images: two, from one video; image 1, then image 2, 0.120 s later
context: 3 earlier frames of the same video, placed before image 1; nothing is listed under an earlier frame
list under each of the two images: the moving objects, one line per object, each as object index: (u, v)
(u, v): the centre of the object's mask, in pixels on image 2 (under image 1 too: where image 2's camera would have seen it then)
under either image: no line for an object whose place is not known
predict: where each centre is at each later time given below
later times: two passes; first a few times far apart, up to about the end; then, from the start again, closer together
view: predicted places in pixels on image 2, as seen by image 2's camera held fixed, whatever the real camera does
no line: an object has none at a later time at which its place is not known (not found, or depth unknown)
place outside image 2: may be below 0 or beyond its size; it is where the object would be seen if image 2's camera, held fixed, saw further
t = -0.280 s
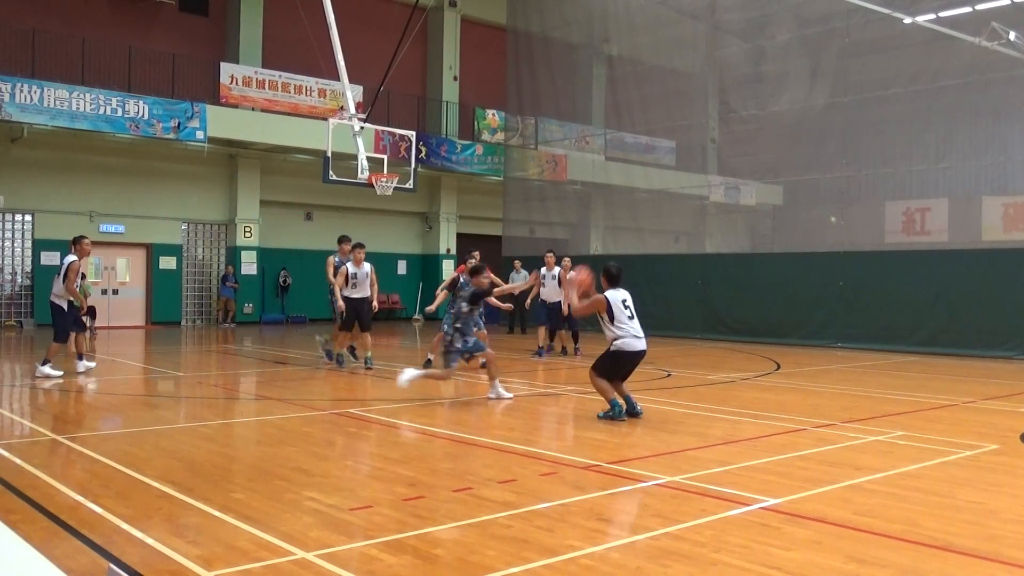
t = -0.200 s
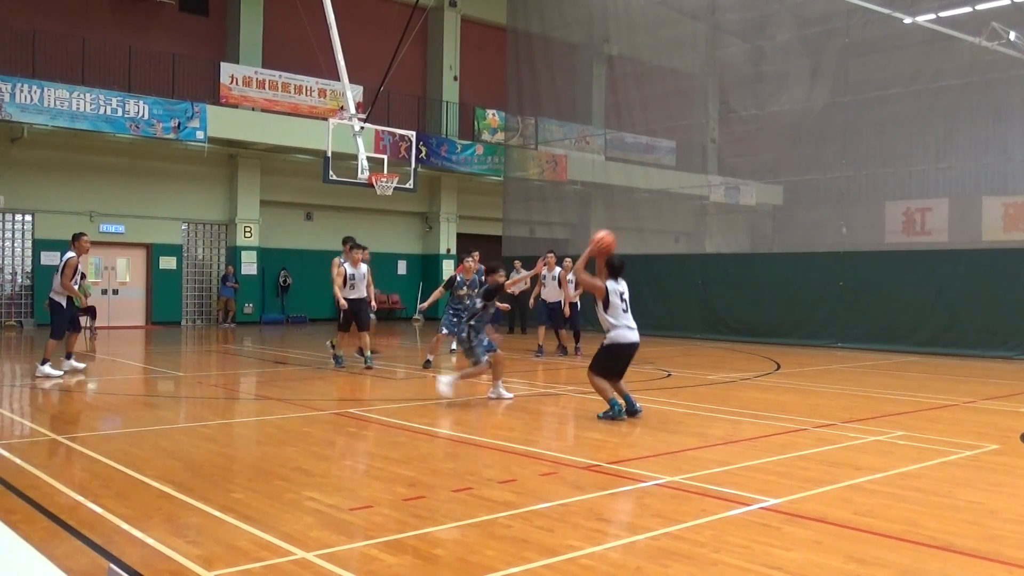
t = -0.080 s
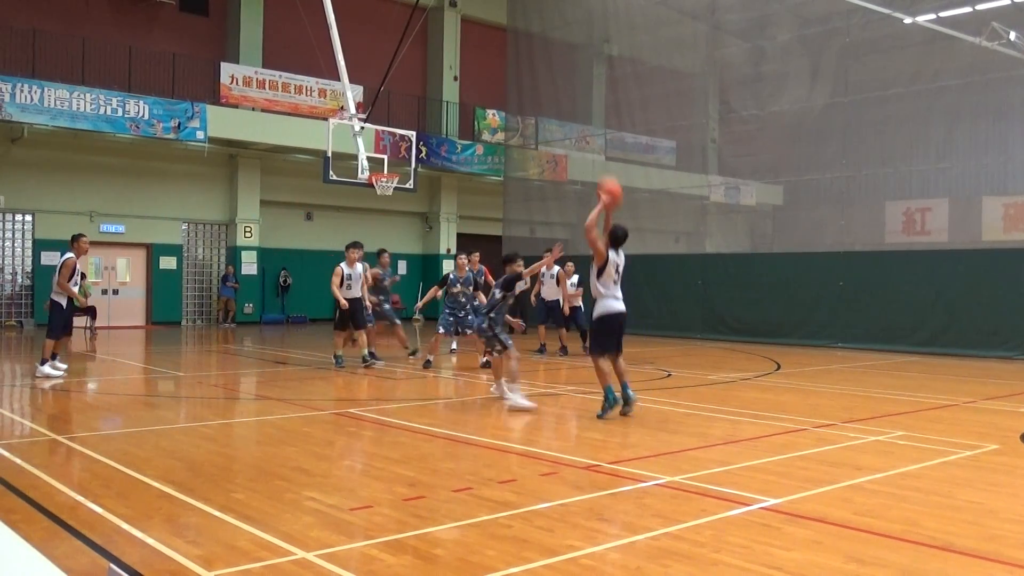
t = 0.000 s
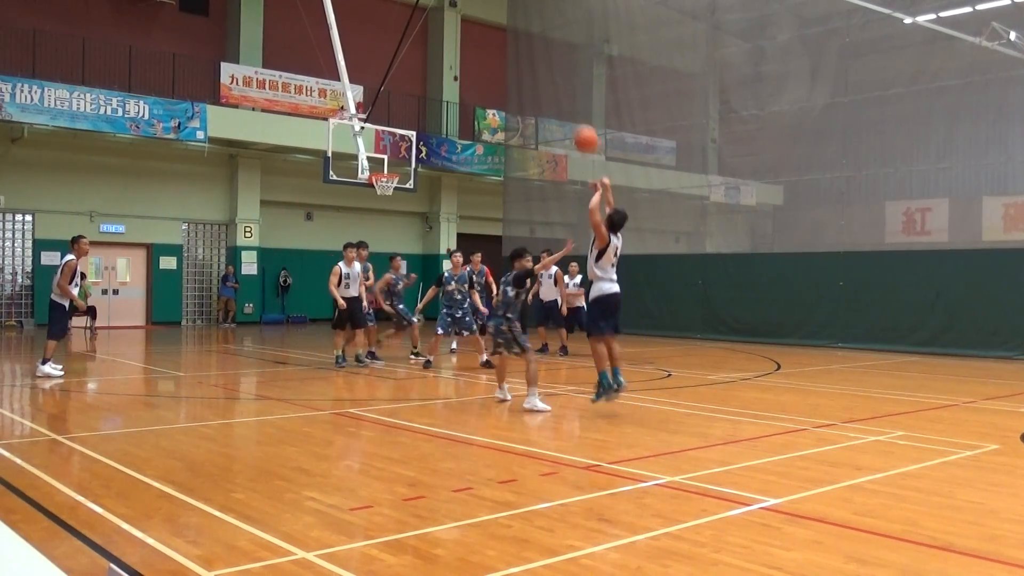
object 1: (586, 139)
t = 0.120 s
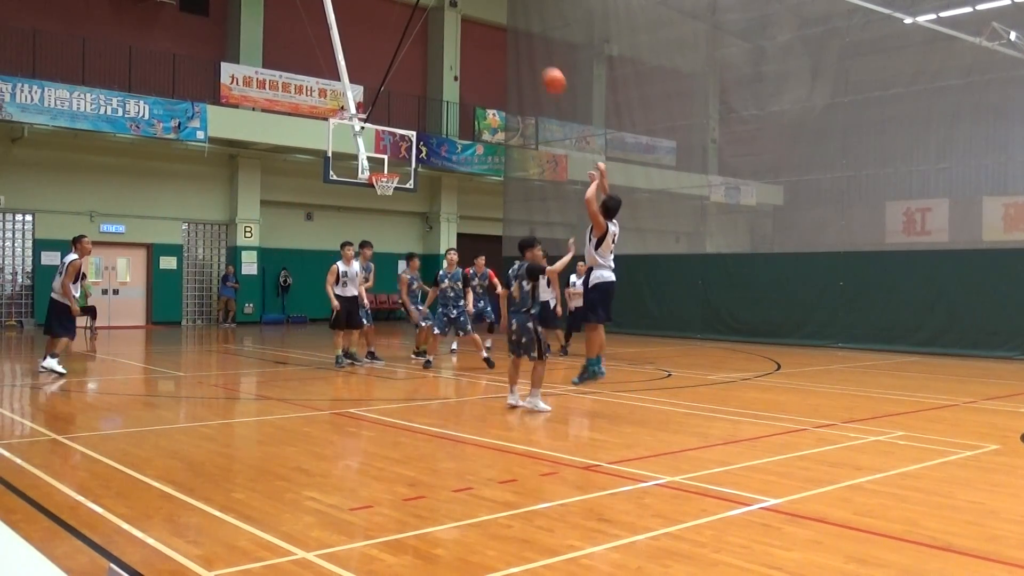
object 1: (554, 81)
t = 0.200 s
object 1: (534, 53)
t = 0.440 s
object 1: (484, 11)
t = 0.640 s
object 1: (451, 15)
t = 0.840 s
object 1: (423, 45)
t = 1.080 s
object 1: (394, 107)
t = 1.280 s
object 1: (373, 176)
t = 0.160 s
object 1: (544, 65)
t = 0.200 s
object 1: (534, 53)
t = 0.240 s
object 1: (525, 41)
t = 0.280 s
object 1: (516, 32)
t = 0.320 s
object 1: (508, 25)
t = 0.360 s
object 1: (500, 19)
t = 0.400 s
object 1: (492, 14)
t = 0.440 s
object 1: (484, 11)
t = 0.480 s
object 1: (477, 10)
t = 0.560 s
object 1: (463, 9)
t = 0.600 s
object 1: (458, 12)
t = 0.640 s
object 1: (451, 15)
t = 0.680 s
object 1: (445, 19)
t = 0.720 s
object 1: (440, 24)
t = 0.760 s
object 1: (434, 30)
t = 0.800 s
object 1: (429, 38)
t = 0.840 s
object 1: (423, 45)
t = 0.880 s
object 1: (418, 54)
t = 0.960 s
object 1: (408, 73)
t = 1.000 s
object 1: (404, 84)
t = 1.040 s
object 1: (399, 95)
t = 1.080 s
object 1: (394, 107)
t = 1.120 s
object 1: (390, 119)
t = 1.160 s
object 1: (386, 132)
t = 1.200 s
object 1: (382, 146)
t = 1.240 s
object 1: (377, 163)
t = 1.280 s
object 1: (373, 176)
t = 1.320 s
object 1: (369, 192)
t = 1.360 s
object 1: (366, 208)
